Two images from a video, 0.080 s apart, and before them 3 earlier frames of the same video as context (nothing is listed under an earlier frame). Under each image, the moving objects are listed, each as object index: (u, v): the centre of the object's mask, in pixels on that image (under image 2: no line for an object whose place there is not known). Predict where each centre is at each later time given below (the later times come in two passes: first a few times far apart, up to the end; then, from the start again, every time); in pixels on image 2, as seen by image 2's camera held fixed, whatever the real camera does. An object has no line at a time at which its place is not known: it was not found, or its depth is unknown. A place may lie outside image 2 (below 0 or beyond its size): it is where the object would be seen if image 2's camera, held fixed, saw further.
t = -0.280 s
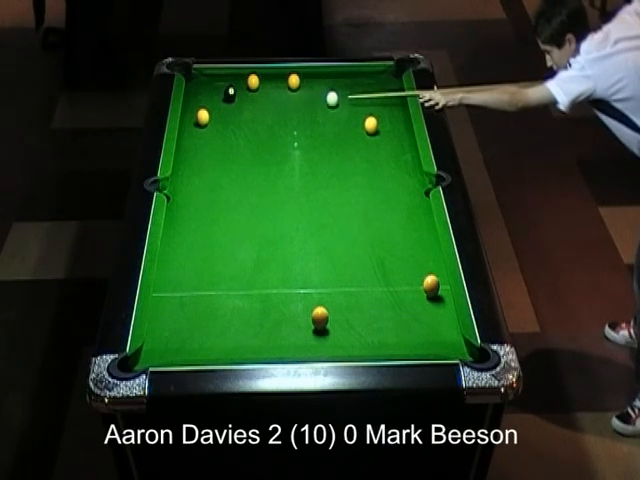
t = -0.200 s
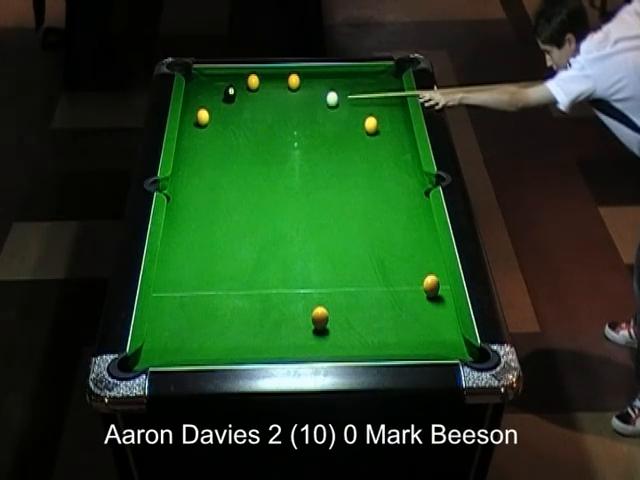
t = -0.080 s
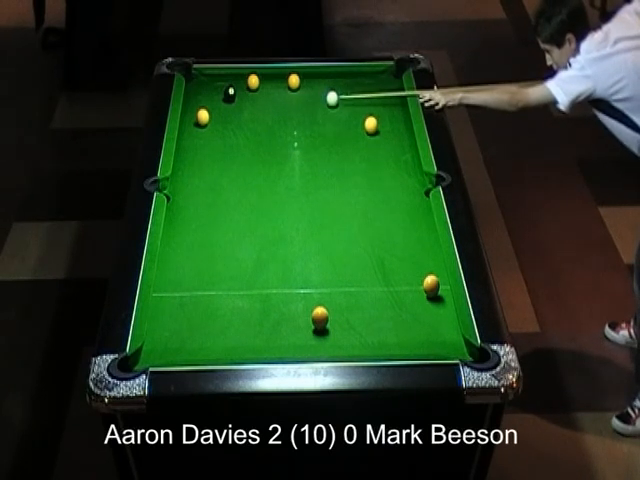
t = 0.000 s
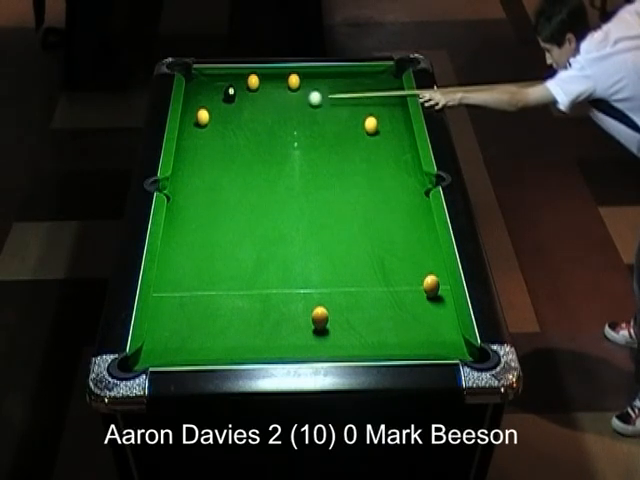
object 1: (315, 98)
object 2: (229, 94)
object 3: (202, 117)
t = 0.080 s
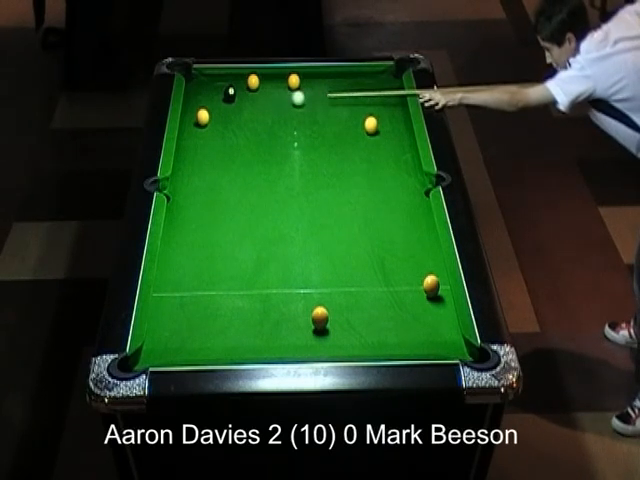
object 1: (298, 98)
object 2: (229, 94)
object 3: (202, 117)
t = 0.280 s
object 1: (256, 97)
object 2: (229, 94)
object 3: (202, 117)
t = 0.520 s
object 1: (220, 103)
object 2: (220, 89)
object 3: (202, 117)
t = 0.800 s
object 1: (187, 113)
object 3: (202, 117)
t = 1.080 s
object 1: (195, 115)
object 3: (212, 120)
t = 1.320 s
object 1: (197, 115)
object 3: (222, 123)
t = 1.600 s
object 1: (197, 115)
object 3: (232, 126)
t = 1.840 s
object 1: (197, 115)
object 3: (240, 129)
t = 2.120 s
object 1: (197, 115)
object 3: (247, 131)
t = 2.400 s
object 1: (197, 115)
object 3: (253, 133)
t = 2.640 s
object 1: (197, 115)
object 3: (256, 134)
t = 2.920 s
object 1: (197, 115)
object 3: (259, 135)
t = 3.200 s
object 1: (197, 115)
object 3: (261, 135)
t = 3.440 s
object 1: (197, 115)
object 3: (261, 135)
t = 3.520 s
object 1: (197, 115)
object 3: (261, 135)
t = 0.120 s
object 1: (289, 98)
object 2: (229, 94)
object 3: (202, 117)
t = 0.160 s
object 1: (281, 98)
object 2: (229, 94)
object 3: (202, 117)
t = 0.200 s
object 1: (273, 98)
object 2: (229, 94)
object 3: (202, 117)
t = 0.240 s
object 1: (264, 97)
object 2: (229, 94)
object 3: (202, 117)
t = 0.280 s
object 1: (256, 97)
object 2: (229, 94)
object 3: (202, 117)
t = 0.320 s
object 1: (248, 97)
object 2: (229, 93)
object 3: (202, 117)
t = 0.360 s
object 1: (240, 97)
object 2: (229, 93)
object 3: (202, 117)
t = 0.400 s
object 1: (234, 99)
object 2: (226, 91)
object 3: (202, 117)
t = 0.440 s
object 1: (229, 100)
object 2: (224, 89)
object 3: (202, 117)
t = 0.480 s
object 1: (224, 102)
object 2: (221, 89)
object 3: (202, 117)
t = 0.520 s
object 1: (220, 103)
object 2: (220, 89)
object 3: (202, 117)
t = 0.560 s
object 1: (215, 104)
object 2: (218, 89)
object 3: (202, 117)
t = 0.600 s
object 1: (210, 105)
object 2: (216, 88)
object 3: (202, 117)
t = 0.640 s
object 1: (205, 105)
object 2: (214, 87)
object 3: (202, 117)
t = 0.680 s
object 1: (199, 107)
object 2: (212, 85)
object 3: (202, 118)
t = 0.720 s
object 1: (194, 110)
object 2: (209, 84)
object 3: (203, 117)
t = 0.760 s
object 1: (190, 112)
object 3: (202, 117)
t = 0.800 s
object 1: (187, 113)
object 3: (202, 117)
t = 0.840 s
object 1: (190, 114)
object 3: (202, 117)
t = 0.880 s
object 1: (192, 114)
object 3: (204, 117)
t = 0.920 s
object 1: (193, 114)
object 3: (205, 118)
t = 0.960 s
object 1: (193, 114)
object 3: (207, 118)
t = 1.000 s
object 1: (194, 114)
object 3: (209, 119)
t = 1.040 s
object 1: (194, 114)
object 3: (210, 119)
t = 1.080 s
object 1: (195, 115)
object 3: (212, 120)
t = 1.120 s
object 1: (195, 114)
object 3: (214, 120)
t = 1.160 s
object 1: (195, 114)
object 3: (216, 121)
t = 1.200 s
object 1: (196, 114)
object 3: (217, 121)
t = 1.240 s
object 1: (196, 114)
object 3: (219, 122)
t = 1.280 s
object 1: (196, 114)
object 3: (220, 122)
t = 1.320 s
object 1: (197, 115)
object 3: (222, 123)
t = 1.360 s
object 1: (197, 115)
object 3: (224, 123)
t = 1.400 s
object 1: (197, 115)
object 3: (225, 124)
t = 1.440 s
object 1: (197, 115)
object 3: (227, 125)
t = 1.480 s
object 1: (197, 115)
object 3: (228, 125)
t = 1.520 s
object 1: (197, 115)
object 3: (230, 125)
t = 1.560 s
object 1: (197, 115)
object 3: (231, 126)
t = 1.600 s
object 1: (197, 115)
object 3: (232, 126)
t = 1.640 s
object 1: (197, 115)
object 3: (233, 127)
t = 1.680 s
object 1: (197, 115)
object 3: (235, 127)
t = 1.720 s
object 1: (197, 115)
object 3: (236, 127)
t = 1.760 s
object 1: (197, 115)
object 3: (237, 128)
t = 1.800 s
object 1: (197, 115)
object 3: (239, 128)
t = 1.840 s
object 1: (197, 115)
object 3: (240, 129)
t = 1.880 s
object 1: (197, 115)
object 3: (241, 129)
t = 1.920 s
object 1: (197, 115)
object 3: (242, 129)
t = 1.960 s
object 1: (197, 115)
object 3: (243, 130)
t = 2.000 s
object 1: (197, 115)
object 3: (244, 130)
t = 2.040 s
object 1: (197, 115)
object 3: (245, 130)
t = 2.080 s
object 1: (197, 115)
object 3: (246, 130)
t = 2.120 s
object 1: (197, 115)
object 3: (247, 131)
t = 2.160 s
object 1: (197, 115)
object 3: (248, 131)
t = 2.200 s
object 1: (197, 115)
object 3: (249, 131)
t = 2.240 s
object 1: (197, 115)
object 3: (250, 132)
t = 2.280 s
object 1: (197, 115)
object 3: (250, 132)
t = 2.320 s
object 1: (197, 115)
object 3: (251, 132)
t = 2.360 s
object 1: (197, 115)
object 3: (252, 132)
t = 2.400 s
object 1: (197, 115)
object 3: (253, 133)
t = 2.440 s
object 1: (197, 115)
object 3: (253, 133)
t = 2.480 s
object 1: (197, 115)
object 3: (254, 133)
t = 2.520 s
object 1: (197, 115)
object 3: (255, 134)
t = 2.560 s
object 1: (197, 115)
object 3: (255, 134)
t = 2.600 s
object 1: (197, 115)
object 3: (256, 134)
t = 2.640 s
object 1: (197, 115)
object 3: (256, 134)
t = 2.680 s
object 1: (197, 115)
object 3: (257, 134)
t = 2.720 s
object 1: (197, 115)
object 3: (257, 134)
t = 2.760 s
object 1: (197, 115)
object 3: (258, 134)
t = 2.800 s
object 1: (197, 115)
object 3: (258, 134)
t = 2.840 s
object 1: (197, 115)
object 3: (259, 135)
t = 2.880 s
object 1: (197, 115)
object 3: (259, 135)
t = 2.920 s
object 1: (197, 115)
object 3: (259, 135)
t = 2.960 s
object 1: (197, 115)
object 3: (260, 135)
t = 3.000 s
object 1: (197, 115)
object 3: (260, 135)
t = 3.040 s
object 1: (197, 115)
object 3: (260, 135)
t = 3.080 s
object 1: (197, 115)
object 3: (260, 135)
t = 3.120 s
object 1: (197, 115)
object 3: (260, 135)
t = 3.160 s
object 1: (197, 115)
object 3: (261, 135)
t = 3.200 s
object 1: (197, 115)
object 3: (261, 135)
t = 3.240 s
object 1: (197, 115)
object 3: (261, 135)
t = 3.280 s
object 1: (197, 115)
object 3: (261, 135)
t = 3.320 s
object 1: (197, 115)
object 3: (261, 135)
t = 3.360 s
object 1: (197, 115)
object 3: (261, 135)
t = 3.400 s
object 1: (197, 115)
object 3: (261, 135)
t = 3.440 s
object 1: (197, 115)
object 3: (261, 135)
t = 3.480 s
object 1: (197, 115)
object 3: (261, 135)
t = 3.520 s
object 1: (197, 115)
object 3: (261, 135)
